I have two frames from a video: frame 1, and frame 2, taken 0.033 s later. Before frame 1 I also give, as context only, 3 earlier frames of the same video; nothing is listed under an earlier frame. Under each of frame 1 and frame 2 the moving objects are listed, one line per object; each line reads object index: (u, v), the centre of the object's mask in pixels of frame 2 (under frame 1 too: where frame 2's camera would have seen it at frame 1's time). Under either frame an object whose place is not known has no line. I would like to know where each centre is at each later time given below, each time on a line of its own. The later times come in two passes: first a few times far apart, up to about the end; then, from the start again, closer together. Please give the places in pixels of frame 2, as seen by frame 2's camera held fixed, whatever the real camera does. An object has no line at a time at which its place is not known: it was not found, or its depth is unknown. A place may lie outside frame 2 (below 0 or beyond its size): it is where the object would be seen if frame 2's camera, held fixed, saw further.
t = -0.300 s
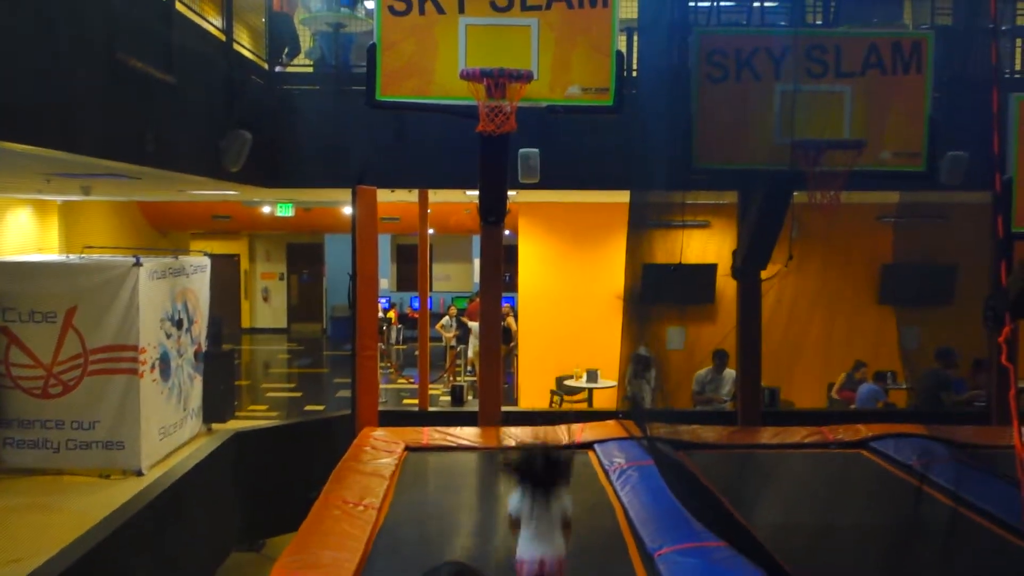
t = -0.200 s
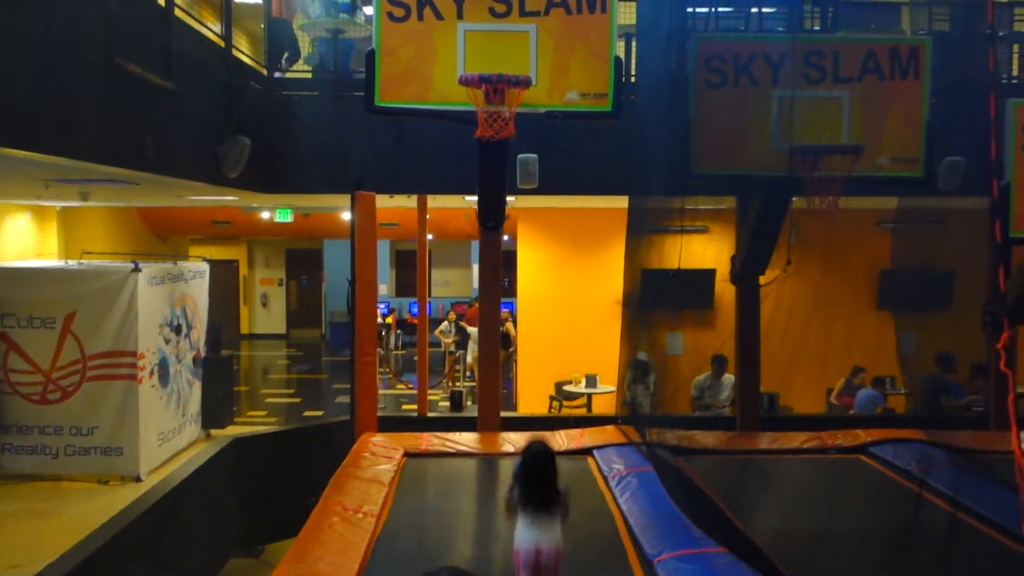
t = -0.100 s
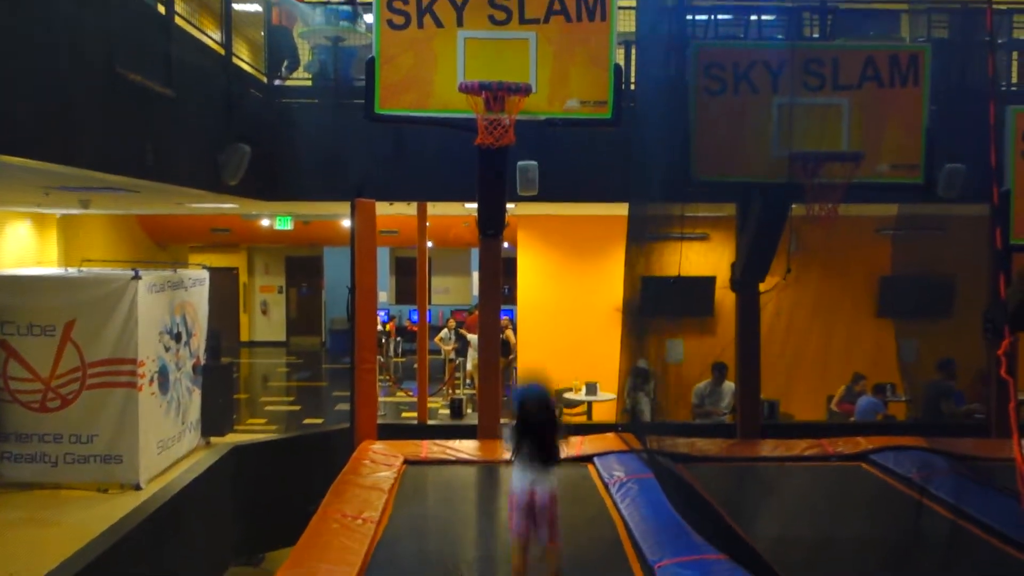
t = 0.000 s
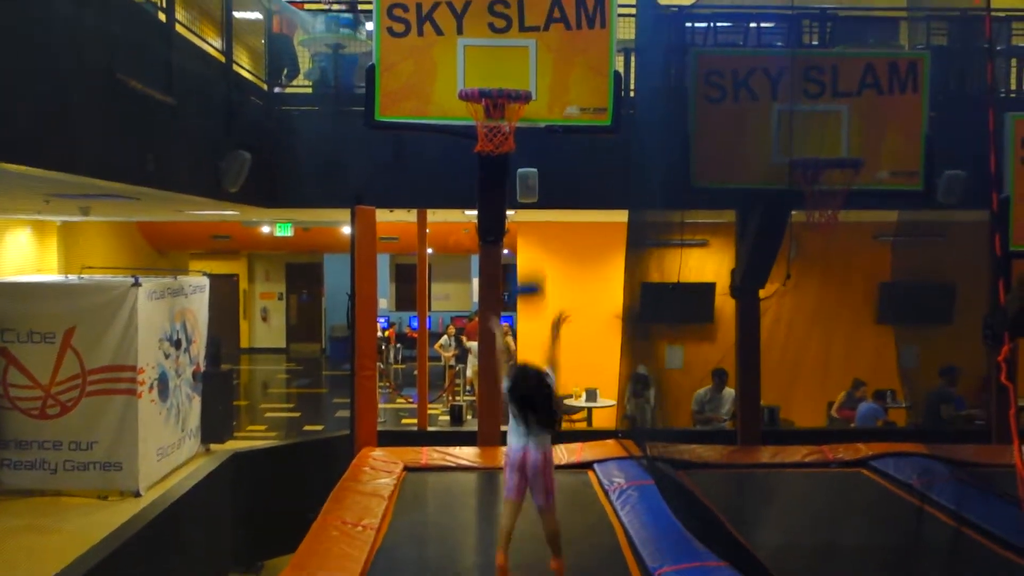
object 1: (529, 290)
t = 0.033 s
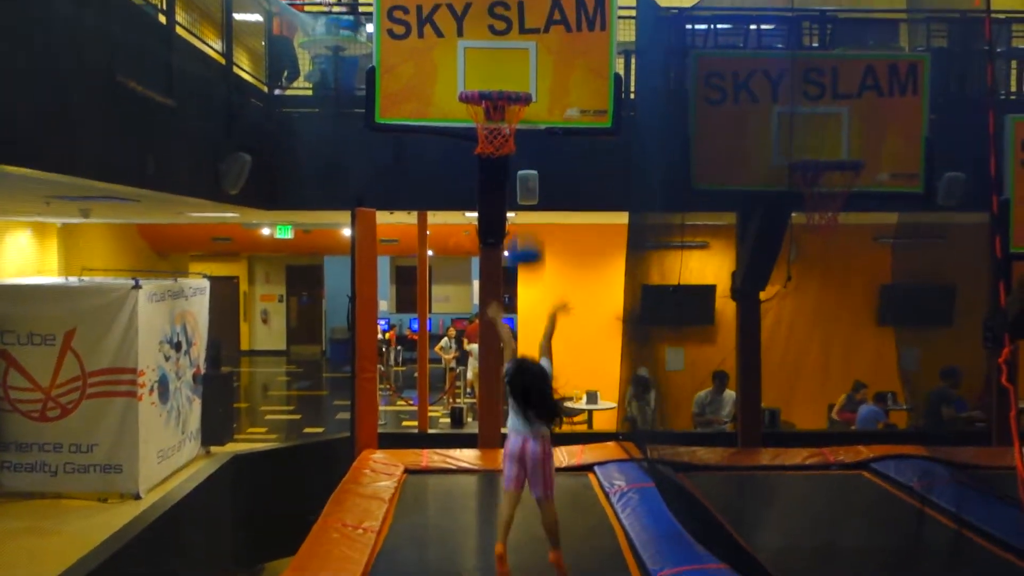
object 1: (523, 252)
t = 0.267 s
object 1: (513, 90)
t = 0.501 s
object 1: (502, 37)
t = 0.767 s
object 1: (493, 76)
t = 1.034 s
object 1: (490, 131)
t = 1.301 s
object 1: (498, 226)
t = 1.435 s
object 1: (503, 305)
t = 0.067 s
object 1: (524, 222)
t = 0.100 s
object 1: (521, 195)
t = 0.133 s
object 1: (520, 166)
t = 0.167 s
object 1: (517, 143)
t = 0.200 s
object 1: (515, 122)
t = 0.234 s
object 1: (513, 106)
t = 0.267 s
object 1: (513, 90)
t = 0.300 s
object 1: (510, 76)
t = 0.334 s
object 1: (509, 65)
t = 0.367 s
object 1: (508, 55)
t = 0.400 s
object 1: (506, 47)
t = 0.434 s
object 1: (504, 42)
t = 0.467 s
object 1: (503, 38)
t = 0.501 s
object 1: (502, 37)
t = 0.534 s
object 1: (501, 37)
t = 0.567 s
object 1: (499, 38)
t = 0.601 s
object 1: (498, 41)
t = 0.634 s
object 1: (497, 45)
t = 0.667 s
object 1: (496, 51)
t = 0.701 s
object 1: (495, 58)
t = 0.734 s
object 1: (494, 67)
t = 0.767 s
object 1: (493, 76)
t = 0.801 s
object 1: (492, 82)
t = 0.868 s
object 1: (491, 114)
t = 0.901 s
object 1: (493, 114)
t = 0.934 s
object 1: (490, 120)
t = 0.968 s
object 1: (495, 122)
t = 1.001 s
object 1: (490, 124)
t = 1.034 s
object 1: (490, 131)
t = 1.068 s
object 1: (490, 136)
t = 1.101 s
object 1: (493, 145)
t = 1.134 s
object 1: (495, 163)
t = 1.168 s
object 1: (496, 170)
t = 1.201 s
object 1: (496, 179)
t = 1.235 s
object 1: (497, 193)
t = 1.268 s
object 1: (498, 208)
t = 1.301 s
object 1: (498, 226)
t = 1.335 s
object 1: (500, 242)
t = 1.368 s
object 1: (502, 261)
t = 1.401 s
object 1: (503, 283)
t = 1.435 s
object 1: (503, 305)
